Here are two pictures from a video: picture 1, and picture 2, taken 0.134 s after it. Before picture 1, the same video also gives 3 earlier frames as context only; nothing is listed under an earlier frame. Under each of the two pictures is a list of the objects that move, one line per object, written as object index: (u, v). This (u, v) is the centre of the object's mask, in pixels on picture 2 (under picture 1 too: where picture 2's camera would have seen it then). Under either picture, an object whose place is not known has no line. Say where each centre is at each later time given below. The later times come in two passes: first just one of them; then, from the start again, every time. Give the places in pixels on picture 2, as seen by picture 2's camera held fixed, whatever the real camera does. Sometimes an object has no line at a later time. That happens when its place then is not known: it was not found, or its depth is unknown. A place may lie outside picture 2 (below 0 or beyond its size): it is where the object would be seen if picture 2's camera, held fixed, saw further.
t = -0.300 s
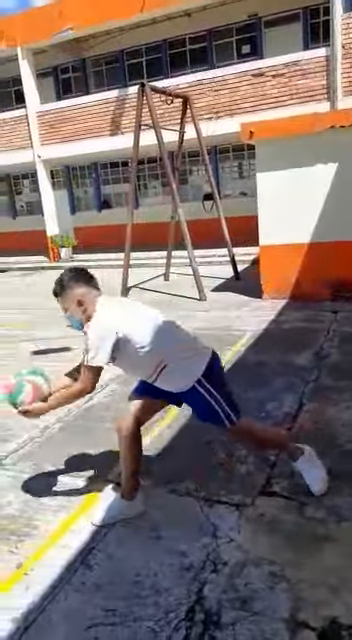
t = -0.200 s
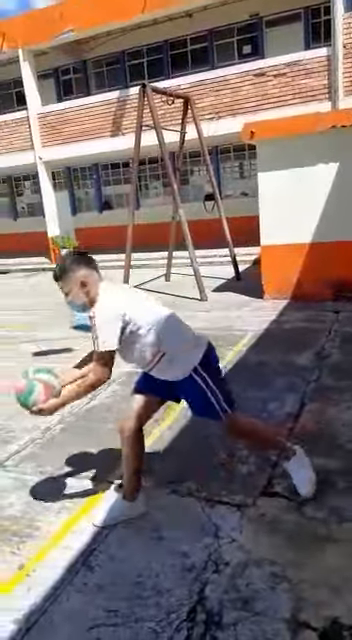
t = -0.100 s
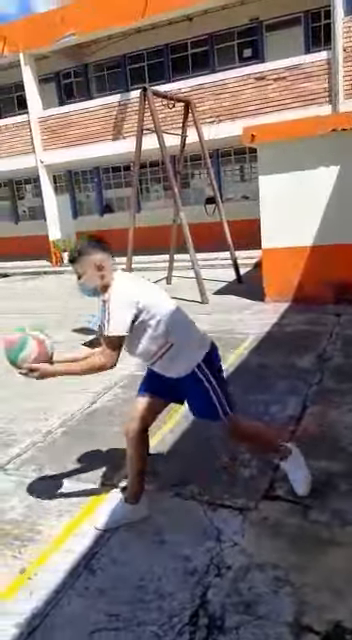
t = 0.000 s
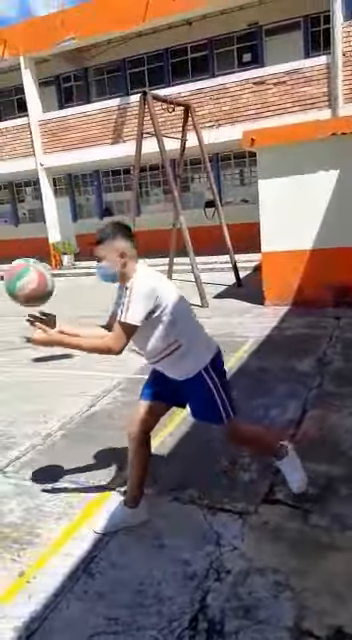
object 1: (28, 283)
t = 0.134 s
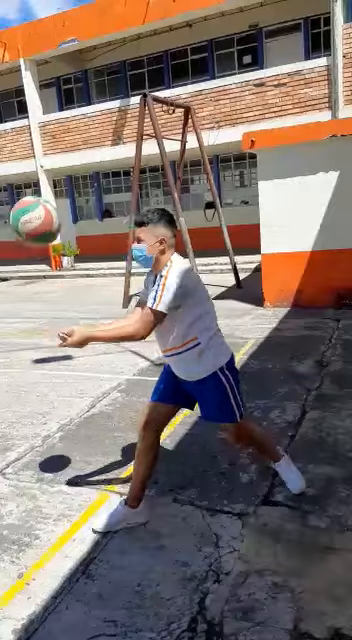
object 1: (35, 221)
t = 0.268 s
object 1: (47, 199)
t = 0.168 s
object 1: (37, 212)
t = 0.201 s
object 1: (40, 206)
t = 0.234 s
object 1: (43, 201)
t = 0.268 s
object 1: (47, 199)
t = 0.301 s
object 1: (50, 201)
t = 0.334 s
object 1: (56, 204)
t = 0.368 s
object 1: (60, 211)
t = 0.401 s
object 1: (66, 219)
